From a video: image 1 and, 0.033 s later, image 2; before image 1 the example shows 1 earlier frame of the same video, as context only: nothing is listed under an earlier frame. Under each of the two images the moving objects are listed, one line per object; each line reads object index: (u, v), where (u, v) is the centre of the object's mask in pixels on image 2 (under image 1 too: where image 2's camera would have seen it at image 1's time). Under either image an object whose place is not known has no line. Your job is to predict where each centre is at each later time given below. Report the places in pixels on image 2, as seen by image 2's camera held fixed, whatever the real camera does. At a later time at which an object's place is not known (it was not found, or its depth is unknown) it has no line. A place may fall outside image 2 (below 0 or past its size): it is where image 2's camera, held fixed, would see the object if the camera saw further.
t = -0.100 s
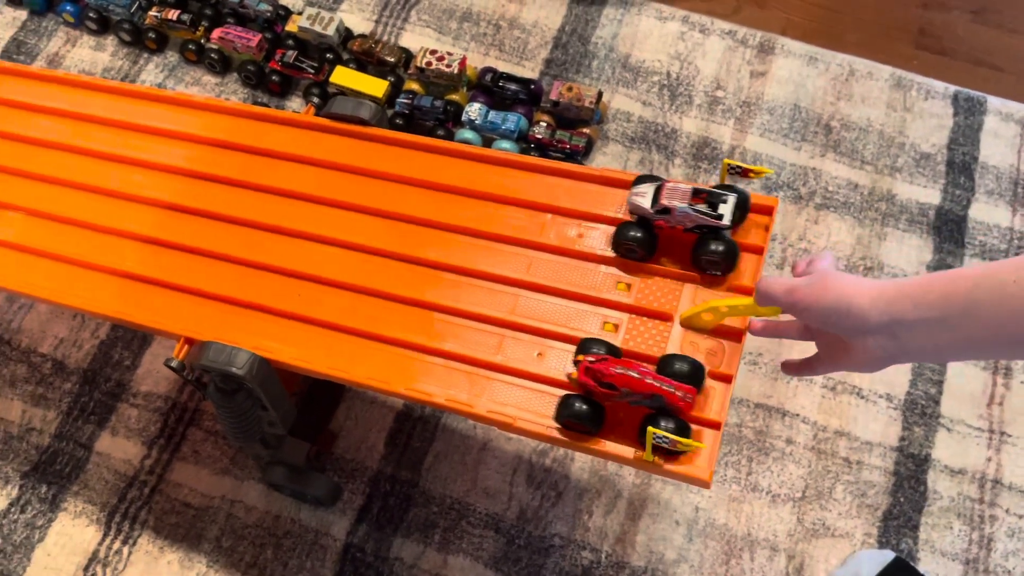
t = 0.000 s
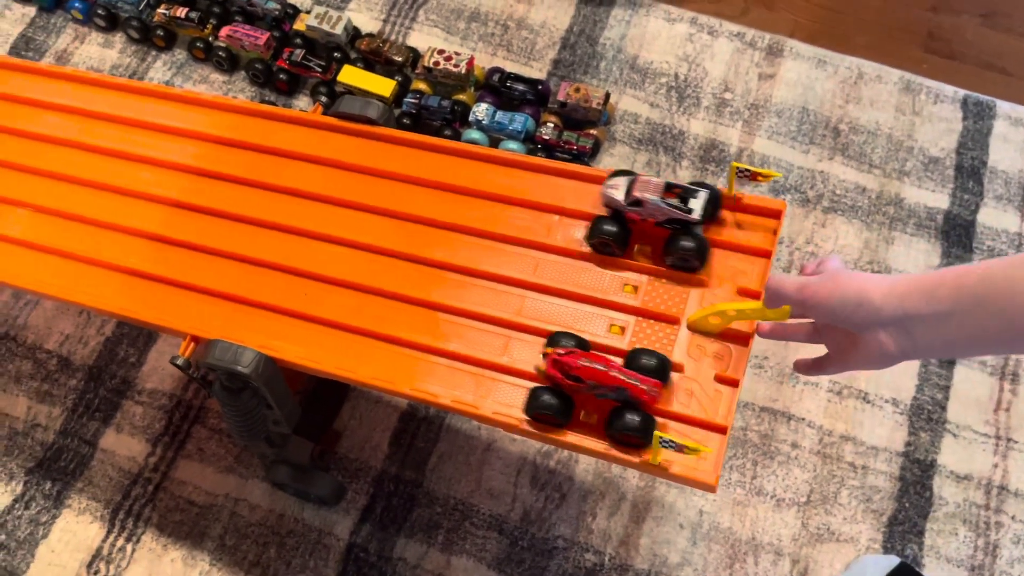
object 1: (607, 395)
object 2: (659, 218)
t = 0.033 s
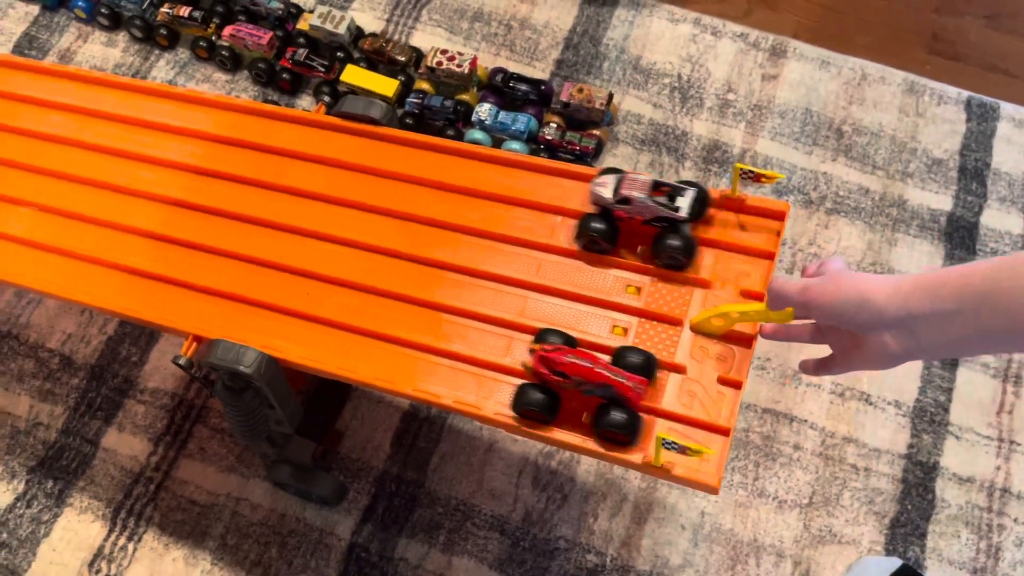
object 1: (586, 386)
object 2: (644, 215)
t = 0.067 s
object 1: (568, 381)
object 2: (628, 212)
